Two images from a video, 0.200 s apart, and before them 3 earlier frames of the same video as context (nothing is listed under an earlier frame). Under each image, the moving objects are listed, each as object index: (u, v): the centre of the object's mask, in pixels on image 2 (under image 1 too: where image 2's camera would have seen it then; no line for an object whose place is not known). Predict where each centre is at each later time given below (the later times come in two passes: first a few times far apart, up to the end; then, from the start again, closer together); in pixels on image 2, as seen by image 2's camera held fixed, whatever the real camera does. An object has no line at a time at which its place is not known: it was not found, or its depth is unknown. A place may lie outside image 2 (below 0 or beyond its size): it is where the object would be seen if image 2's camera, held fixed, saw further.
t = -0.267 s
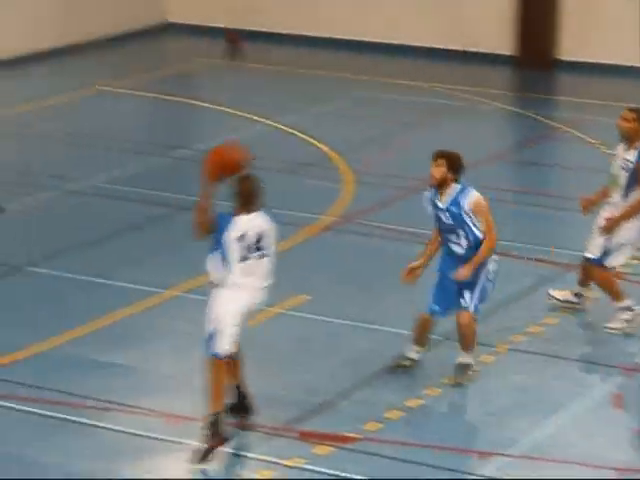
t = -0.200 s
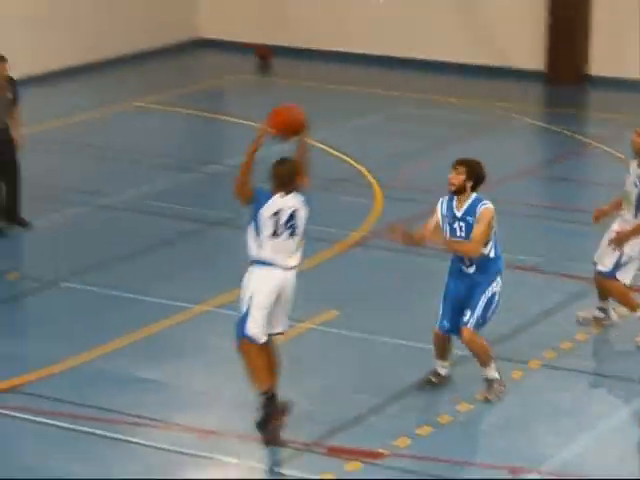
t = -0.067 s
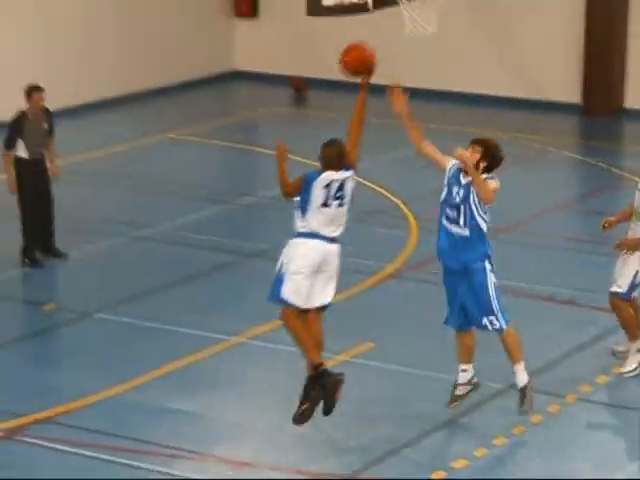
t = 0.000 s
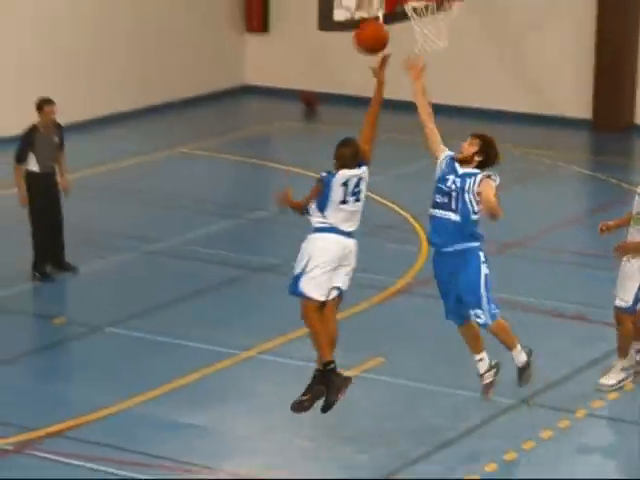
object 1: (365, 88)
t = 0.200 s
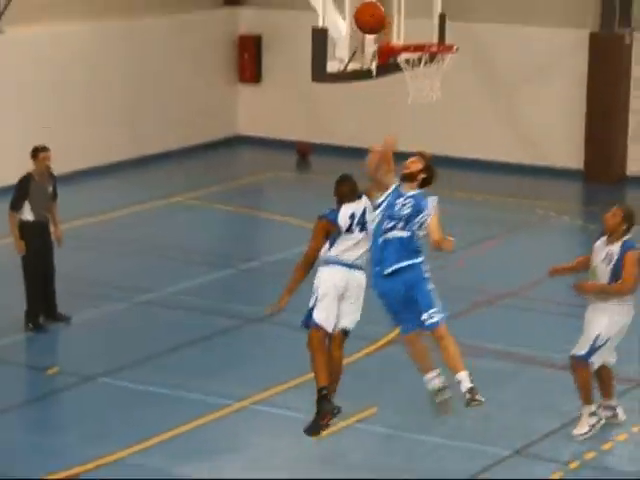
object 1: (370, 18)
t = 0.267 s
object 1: (372, 7)
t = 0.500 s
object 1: (408, 25)
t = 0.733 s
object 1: (444, 80)
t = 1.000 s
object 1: (436, 108)
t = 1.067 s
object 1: (432, 131)
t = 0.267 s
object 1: (372, 7)
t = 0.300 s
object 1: (372, 4)
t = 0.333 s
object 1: (373, 3)
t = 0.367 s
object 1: (373, 3)
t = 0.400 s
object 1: (383, 6)
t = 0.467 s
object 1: (399, 18)
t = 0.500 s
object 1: (408, 25)
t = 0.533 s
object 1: (416, 35)
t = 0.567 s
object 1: (424, 43)
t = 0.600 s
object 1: (432, 53)
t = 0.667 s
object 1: (444, 71)
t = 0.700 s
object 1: (447, 71)
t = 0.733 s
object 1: (444, 80)
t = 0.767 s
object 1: (444, 79)
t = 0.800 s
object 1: (445, 80)
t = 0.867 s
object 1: (446, 87)
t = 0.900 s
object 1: (440, 84)
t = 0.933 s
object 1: (439, 92)
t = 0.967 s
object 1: (437, 99)
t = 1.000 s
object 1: (436, 108)
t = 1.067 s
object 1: (432, 131)
